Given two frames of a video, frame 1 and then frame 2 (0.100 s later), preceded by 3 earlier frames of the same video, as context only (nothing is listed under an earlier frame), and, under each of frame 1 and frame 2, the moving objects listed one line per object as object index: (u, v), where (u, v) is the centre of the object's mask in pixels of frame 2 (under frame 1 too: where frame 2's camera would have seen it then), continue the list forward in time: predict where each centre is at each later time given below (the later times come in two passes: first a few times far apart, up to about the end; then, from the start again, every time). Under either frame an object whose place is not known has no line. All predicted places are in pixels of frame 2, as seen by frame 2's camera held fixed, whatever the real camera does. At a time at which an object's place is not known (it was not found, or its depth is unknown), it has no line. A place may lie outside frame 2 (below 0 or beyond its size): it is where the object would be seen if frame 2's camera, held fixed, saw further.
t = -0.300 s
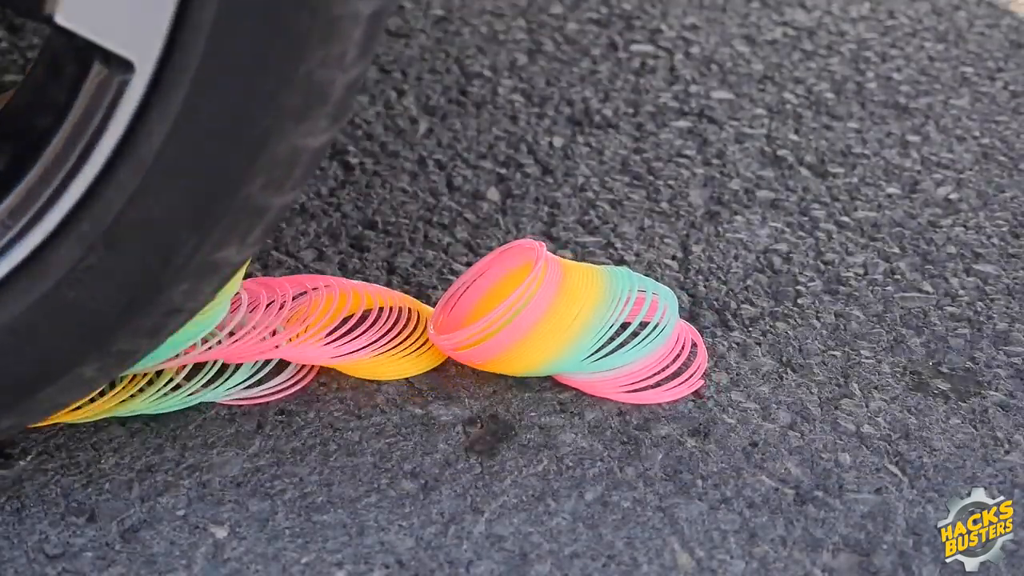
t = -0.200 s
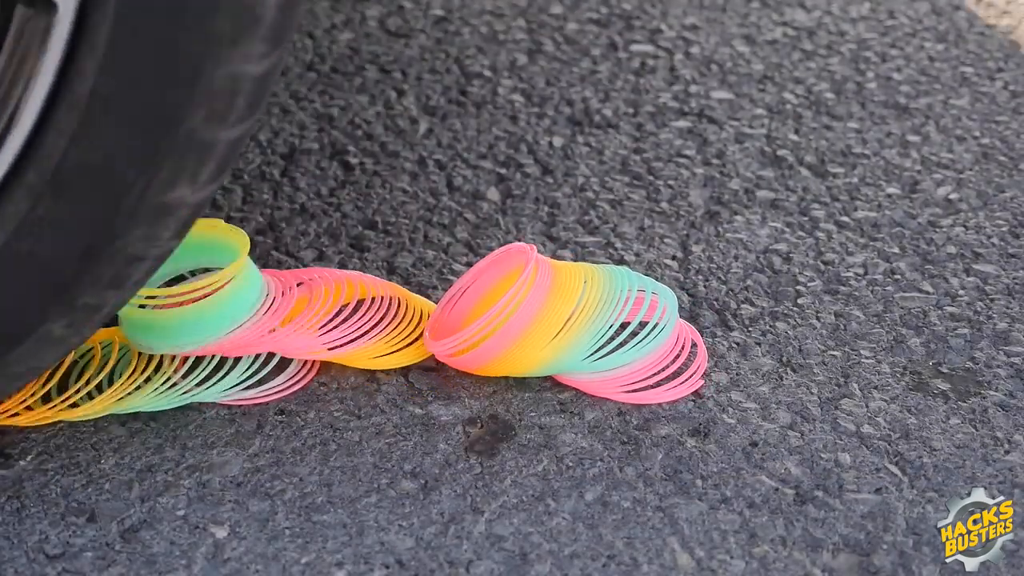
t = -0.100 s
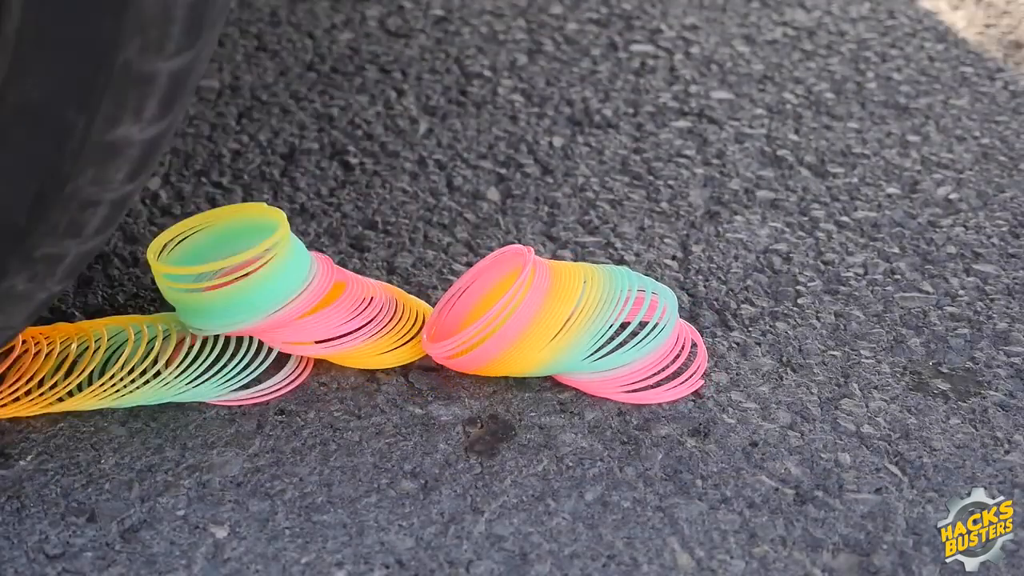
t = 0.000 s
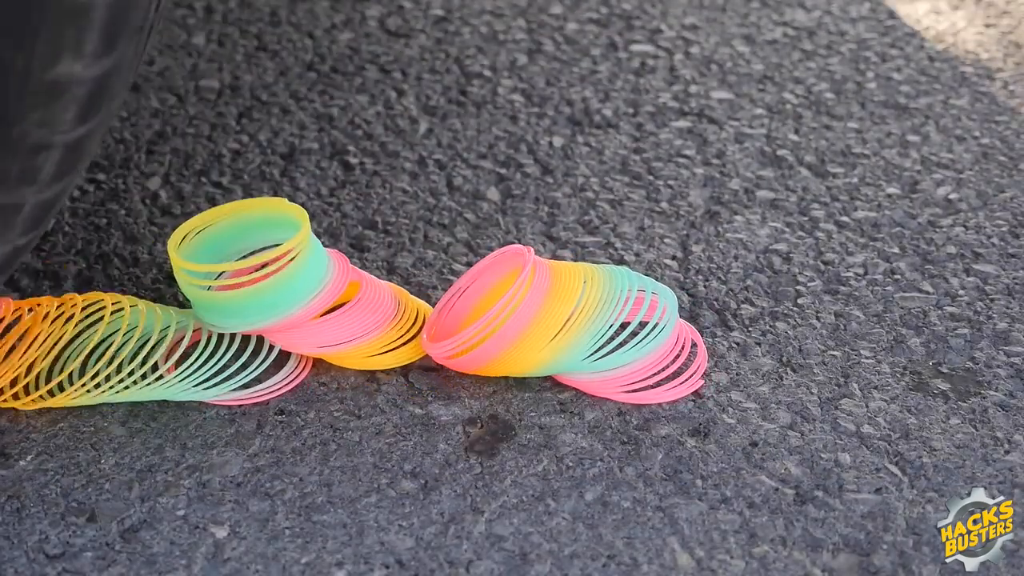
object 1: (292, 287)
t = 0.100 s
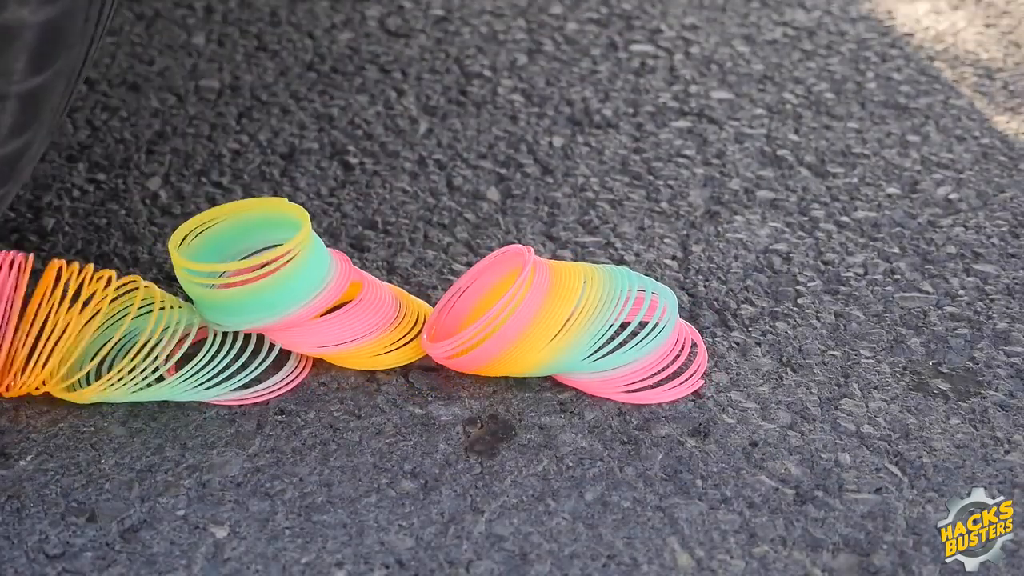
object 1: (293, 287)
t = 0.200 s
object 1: (303, 284)
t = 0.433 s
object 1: (305, 283)
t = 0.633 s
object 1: (305, 283)
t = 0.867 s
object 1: (305, 283)
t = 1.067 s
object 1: (306, 283)
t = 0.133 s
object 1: (296, 287)
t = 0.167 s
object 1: (300, 285)
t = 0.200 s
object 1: (303, 284)
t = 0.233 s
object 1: (304, 283)
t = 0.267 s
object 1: (305, 282)
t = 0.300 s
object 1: (305, 283)
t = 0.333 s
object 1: (305, 283)
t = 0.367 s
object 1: (305, 283)
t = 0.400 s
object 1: (305, 283)
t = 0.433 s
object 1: (305, 283)
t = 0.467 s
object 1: (305, 283)
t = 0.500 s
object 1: (305, 283)
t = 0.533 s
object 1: (305, 283)
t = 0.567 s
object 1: (305, 283)
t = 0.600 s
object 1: (305, 283)
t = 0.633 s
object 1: (305, 283)
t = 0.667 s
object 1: (305, 283)
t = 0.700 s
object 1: (305, 283)
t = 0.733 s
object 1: (305, 283)
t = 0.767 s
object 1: (305, 283)
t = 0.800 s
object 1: (306, 283)
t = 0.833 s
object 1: (305, 283)
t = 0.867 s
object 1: (305, 283)
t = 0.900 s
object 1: (305, 283)
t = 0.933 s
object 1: (306, 283)
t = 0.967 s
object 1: (305, 283)
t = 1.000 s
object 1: (305, 283)
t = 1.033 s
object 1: (305, 283)
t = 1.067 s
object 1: (306, 283)
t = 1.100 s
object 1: (305, 283)
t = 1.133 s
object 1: (305, 283)
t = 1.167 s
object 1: (306, 283)
